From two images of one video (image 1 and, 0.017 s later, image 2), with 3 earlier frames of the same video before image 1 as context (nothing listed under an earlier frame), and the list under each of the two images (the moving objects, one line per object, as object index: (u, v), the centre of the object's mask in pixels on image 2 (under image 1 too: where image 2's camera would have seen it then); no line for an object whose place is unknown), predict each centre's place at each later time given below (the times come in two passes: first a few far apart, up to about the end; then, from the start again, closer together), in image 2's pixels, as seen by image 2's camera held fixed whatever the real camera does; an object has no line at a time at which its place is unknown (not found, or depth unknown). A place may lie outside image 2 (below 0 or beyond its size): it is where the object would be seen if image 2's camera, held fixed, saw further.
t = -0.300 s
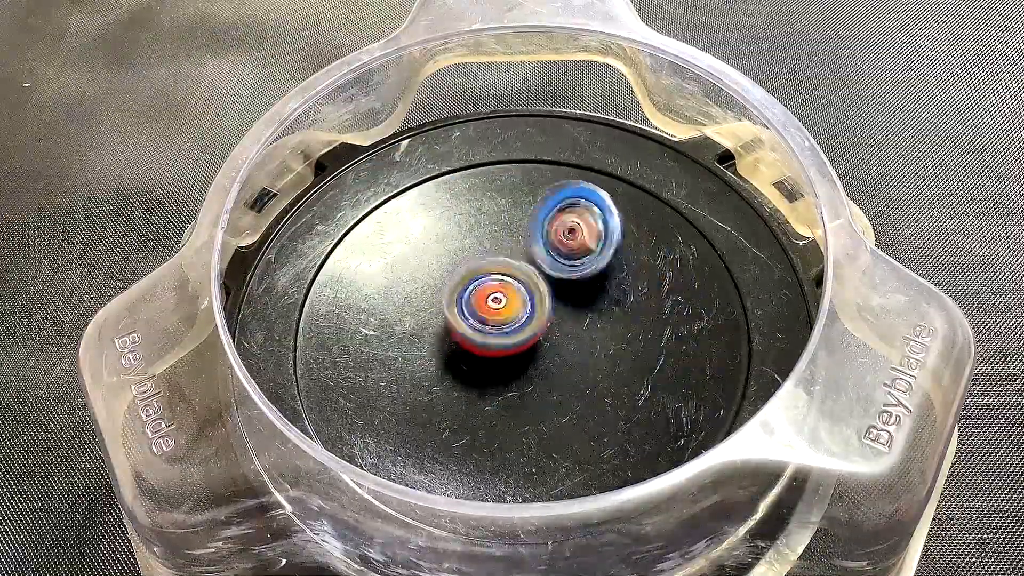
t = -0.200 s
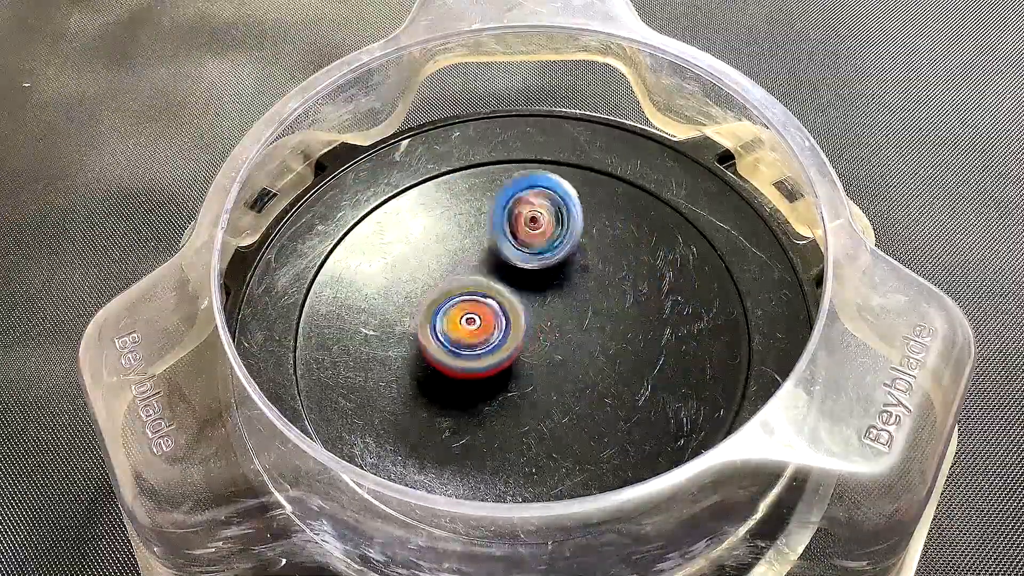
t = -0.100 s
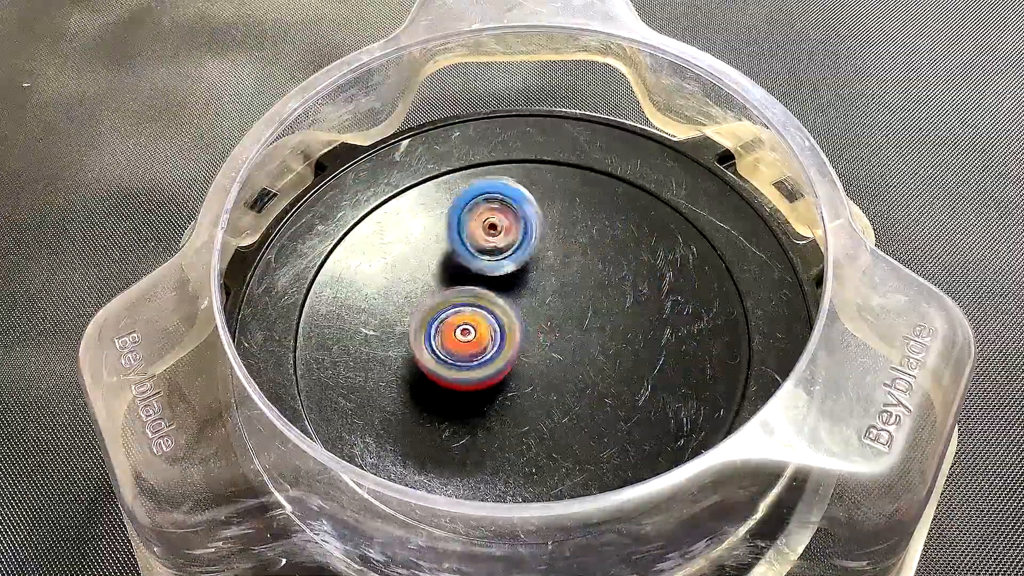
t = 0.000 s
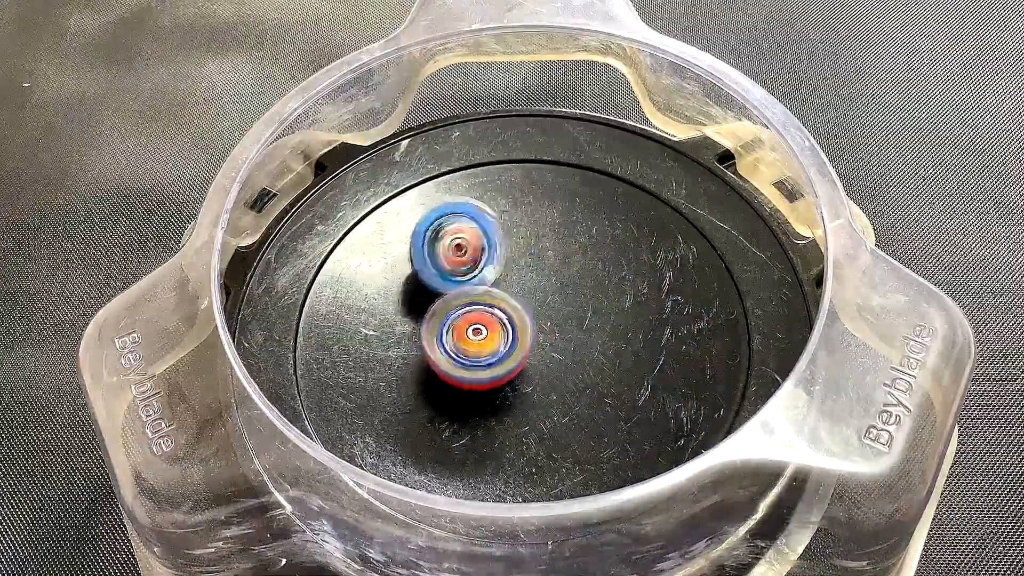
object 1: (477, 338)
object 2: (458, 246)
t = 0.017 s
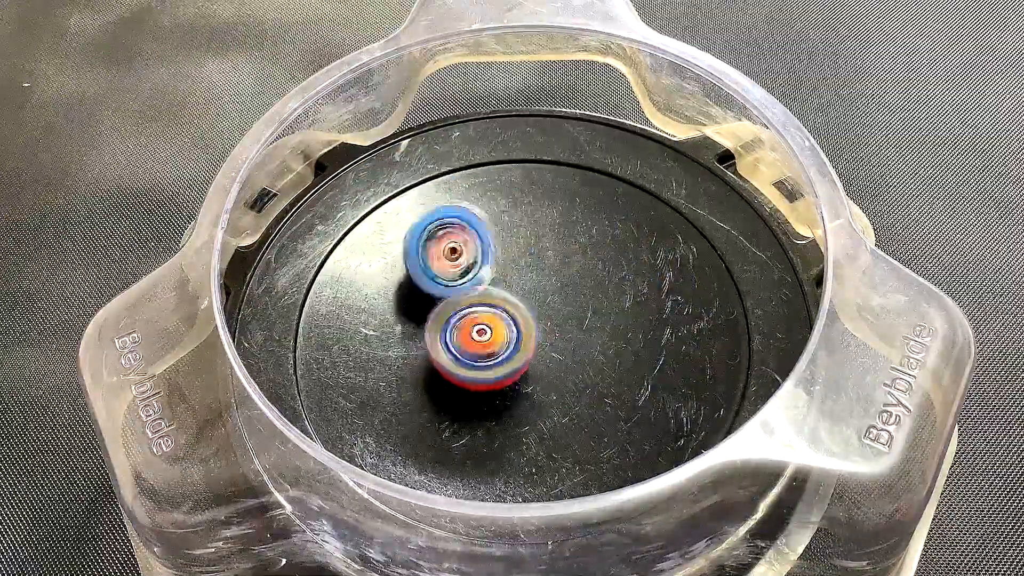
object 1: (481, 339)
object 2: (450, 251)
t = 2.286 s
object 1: (613, 349)
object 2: (456, 297)
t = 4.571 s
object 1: (608, 297)
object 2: (473, 317)
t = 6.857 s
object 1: (580, 266)
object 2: (481, 332)
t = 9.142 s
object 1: (543, 252)
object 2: (523, 355)
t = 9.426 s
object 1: (526, 266)
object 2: (518, 367)
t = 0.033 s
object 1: (486, 341)
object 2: (445, 252)
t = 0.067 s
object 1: (495, 345)
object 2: (436, 260)
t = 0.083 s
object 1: (499, 346)
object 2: (430, 265)
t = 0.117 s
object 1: (507, 348)
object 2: (423, 275)
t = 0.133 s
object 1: (511, 348)
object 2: (421, 281)
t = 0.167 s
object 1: (517, 348)
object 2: (417, 293)
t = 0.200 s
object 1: (522, 346)
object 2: (417, 305)
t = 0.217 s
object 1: (524, 346)
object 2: (418, 311)
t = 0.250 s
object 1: (528, 343)
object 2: (420, 324)
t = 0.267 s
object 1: (529, 342)
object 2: (421, 329)
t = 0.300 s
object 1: (536, 341)
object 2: (424, 341)
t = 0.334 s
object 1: (550, 336)
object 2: (425, 350)
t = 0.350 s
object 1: (556, 335)
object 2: (428, 354)
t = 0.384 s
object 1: (562, 331)
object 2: (436, 367)
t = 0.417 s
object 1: (569, 328)
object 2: (448, 377)
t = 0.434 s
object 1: (570, 326)
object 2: (454, 381)
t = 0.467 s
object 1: (572, 324)
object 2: (469, 388)
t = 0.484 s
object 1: (573, 321)
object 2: (478, 390)
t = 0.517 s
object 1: (573, 320)
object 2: (495, 393)
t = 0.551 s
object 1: (577, 314)
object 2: (507, 397)
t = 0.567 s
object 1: (590, 299)
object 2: (503, 411)
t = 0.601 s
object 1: (613, 270)
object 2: (495, 426)
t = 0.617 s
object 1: (623, 256)
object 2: (491, 434)
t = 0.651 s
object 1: (637, 233)
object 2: (489, 446)
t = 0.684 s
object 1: (646, 215)
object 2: (490, 449)
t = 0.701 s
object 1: (650, 206)
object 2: (491, 448)
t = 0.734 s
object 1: (652, 196)
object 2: (498, 445)
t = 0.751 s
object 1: (652, 191)
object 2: (501, 444)
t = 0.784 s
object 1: (649, 187)
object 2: (508, 433)
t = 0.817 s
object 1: (643, 186)
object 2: (517, 418)
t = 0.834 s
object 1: (640, 187)
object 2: (519, 412)
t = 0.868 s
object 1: (632, 191)
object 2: (527, 394)
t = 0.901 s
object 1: (622, 197)
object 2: (535, 376)
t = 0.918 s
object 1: (616, 202)
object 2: (536, 368)
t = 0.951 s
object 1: (603, 212)
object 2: (542, 350)
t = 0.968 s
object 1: (597, 218)
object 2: (545, 343)
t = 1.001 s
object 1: (583, 230)
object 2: (546, 327)
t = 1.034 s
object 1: (574, 231)
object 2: (544, 318)
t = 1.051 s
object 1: (574, 227)
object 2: (536, 322)
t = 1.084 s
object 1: (572, 221)
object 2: (520, 329)
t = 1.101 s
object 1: (572, 219)
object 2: (510, 337)
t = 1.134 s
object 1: (570, 218)
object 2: (496, 339)
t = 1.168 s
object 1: (567, 222)
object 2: (485, 345)
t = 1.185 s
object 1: (566, 223)
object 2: (479, 346)
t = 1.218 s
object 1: (564, 230)
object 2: (470, 344)
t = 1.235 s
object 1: (562, 233)
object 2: (466, 343)
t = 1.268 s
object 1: (559, 241)
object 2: (460, 340)
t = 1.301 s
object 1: (557, 251)
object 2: (454, 335)
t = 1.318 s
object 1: (556, 256)
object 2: (451, 334)
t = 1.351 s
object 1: (553, 264)
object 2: (444, 328)
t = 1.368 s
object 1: (553, 271)
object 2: (441, 326)
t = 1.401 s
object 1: (550, 280)
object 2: (437, 323)
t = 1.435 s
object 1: (548, 289)
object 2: (432, 321)
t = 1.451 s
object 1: (548, 294)
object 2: (430, 319)
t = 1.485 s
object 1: (547, 302)
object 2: (427, 317)
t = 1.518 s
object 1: (546, 309)
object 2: (426, 315)
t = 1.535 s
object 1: (545, 312)
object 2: (425, 314)
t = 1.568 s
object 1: (544, 318)
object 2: (425, 313)
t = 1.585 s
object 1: (543, 320)
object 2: (425, 313)
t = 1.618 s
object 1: (542, 324)
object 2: (426, 311)
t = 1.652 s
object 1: (541, 326)
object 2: (433, 309)
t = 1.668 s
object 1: (540, 327)
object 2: (435, 308)
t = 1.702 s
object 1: (568, 332)
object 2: (412, 301)
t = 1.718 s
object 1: (590, 336)
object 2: (396, 294)
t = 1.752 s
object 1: (630, 341)
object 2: (365, 287)
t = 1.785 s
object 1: (661, 344)
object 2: (340, 277)
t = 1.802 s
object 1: (674, 344)
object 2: (332, 270)
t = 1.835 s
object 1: (696, 345)
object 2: (321, 263)
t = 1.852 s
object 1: (703, 345)
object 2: (320, 261)
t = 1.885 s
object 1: (712, 344)
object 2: (319, 258)
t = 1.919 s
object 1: (714, 344)
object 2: (323, 259)
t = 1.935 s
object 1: (713, 344)
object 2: (328, 257)
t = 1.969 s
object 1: (708, 343)
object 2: (338, 260)
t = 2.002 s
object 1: (699, 341)
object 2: (351, 264)
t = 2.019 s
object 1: (693, 340)
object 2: (360, 269)
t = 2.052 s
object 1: (680, 339)
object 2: (377, 275)
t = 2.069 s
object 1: (670, 338)
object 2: (387, 279)
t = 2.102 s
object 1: (653, 336)
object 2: (406, 286)
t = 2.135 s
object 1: (633, 334)
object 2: (427, 293)
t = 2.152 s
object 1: (624, 333)
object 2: (438, 298)
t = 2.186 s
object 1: (603, 330)
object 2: (459, 303)
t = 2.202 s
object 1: (594, 328)
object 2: (469, 309)
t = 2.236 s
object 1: (592, 334)
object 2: (470, 307)
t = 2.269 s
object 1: (606, 345)
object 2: (459, 298)
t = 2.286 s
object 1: (613, 349)
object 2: (456, 297)
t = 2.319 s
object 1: (620, 356)
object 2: (449, 291)
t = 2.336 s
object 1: (622, 358)
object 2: (450, 289)
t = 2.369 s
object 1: (622, 360)
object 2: (448, 285)
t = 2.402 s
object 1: (621, 359)
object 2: (449, 284)
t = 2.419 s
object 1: (619, 359)
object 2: (454, 283)
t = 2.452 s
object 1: (616, 357)
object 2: (461, 284)
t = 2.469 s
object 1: (613, 355)
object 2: (465, 283)
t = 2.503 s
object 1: (609, 353)
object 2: (476, 287)
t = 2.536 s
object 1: (604, 350)
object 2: (486, 289)
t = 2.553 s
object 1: (603, 348)
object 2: (489, 288)
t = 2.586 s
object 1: (598, 346)
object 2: (501, 292)
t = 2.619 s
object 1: (616, 351)
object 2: (491, 289)
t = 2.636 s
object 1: (624, 354)
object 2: (484, 284)
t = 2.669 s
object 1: (638, 357)
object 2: (476, 280)
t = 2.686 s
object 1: (640, 358)
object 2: (471, 277)
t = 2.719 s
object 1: (643, 358)
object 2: (467, 273)
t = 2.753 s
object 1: (641, 355)
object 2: (463, 271)
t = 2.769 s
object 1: (640, 353)
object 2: (462, 268)
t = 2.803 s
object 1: (637, 350)
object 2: (462, 268)
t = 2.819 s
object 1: (634, 348)
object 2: (460, 265)
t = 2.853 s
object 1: (631, 346)
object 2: (463, 265)
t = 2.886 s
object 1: (625, 342)
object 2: (466, 268)
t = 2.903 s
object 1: (623, 341)
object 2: (466, 268)
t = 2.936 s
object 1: (617, 338)
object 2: (471, 272)
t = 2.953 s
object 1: (616, 337)
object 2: (471, 271)
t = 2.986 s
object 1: (612, 334)
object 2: (478, 278)
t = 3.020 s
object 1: (609, 332)
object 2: (483, 285)
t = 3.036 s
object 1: (607, 331)
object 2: (485, 287)
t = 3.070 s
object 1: (604, 329)
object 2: (491, 293)
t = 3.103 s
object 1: (603, 328)
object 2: (493, 298)
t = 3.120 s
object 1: (611, 330)
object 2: (486, 301)
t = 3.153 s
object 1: (636, 334)
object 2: (467, 301)
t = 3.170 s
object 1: (646, 334)
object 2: (456, 303)
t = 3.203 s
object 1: (659, 336)
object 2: (440, 302)
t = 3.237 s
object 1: (667, 337)
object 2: (428, 304)
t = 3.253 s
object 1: (668, 337)
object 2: (423, 303)
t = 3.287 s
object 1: (666, 335)
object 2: (415, 305)
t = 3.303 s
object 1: (666, 333)
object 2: (413, 306)
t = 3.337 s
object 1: (662, 332)
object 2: (411, 307)
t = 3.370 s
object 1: (654, 331)
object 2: (410, 308)
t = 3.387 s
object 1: (652, 329)
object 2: (410, 309)
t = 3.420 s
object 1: (645, 328)
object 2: (413, 310)
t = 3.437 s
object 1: (641, 327)
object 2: (414, 311)
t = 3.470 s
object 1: (632, 325)
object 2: (418, 314)
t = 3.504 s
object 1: (624, 324)
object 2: (424, 318)
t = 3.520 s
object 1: (620, 325)
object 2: (428, 319)
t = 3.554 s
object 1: (612, 323)
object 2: (438, 322)
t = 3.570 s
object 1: (609, 323)
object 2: (443, 324)
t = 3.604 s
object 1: (604, 323)
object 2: (454, 328)
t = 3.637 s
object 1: (597, 322)
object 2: (466, 328)
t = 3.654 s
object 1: (595, 322)
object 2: (473, 329)
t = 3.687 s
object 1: (594, 321)
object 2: (483, 329)
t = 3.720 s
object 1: (602, 320)
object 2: (481, 332)
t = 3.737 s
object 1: (607, 319)
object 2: (481, 333)
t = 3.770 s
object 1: (617, 318)
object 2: (470, 335)
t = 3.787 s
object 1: (620, 317)
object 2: (469, 334)
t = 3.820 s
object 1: (624, 316)
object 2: (463, 332)
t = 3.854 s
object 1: (623, 316)
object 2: (461, 331)
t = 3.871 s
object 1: (621, 316)
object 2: (461, 331)
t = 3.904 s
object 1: (617, 316)
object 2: (462, 330)
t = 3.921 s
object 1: (615, 315)
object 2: (462, 330)
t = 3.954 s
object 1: (612, 315)
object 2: (463, 329)
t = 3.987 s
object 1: (609, 314)
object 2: (466, 327)
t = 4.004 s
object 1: (606, 313)
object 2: (467, 327)
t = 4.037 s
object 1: (602, 312)
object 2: (471, 327)
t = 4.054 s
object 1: (600, 312)
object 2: (473, 326)
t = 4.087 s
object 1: (598, 311)
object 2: (479, 323)
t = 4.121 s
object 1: (596, 309)
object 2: (484, 321)
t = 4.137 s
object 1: (598, 309)
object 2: (485, 321)
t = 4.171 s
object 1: (604, 306)
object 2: (483, 320)
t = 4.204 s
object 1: (606, 306)
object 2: (481, 319)
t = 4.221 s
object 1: (605, 306)
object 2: (480, 319)
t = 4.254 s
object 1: (603, 305)
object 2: (483, 318)
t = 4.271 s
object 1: (603, 303)
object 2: (482, 317)
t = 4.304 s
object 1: (601, 302)
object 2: (484, 316)
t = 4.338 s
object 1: (600, 301)
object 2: (485, 314)
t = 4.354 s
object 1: (600, 300)
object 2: (486, 313)
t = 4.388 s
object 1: (600, 300)
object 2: (488, 312)
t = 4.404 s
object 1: (599, 299)
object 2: (490, 311)
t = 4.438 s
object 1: (599, 300)
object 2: (490, 312)
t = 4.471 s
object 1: (599, 300)
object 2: (491, 312)
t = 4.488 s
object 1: (601, 299)
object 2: (487, 315)
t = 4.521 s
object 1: (607, 297)
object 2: (480, 316)
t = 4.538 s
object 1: (608, 297)
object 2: (478, 317)
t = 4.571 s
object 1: (608, 297)
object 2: (473, 317)
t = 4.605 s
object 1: (607, 296)
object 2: (471, 317)
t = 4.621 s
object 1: (607, 296)
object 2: (470, 318)
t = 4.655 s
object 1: (606, 296)
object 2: (468, 317)
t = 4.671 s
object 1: (606, 297)
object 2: (467, 318)
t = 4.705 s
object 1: (605, 296)
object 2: (466, 318)
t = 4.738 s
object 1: (604, 297)
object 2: (467, 318)
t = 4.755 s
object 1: (603, 297)
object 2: (467, 318)
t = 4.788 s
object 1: (601, 298)
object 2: (468, 319)
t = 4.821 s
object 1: (599, 299)
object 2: (468, 319)
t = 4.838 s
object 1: (598, 299)
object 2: (469, 320)
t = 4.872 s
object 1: (596, 300)
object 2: (473, 319)
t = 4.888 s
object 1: (594, 299)
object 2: (474, 320)
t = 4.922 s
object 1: (591, 300)
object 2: (479, 319)
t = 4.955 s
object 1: (590, 300)
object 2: (484, 318)
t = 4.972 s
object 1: (589, 300)
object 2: (484, 318)
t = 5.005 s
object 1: (593, 299)
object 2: (484, 320)
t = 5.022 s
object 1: (595, 299)
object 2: (485, 321)
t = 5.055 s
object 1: (594, 300)
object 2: (487, 320)
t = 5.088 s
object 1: (593, 300)
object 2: (487, 321)
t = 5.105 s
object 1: (593, 299)
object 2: (487, 322)
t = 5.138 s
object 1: (593, 300)
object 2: (486, 321)
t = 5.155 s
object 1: (593, 299)
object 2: (485, 322)
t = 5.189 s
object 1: (593, 299)
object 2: (483, 323)
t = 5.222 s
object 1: (591, 298)
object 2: (482, 323)
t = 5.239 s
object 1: (591, 298)
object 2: (482, 323)
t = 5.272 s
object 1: (589, 298)
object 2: (481, 324)
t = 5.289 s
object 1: (589, 297)
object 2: (481, 323)
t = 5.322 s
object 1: (588, 296)
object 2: (482, 324)
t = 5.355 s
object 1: (587, 296)
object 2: (483, 323)
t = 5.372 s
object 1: (586, 295)
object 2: (483, 323)
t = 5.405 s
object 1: (587, 295)
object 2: (484, 323)
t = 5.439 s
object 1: (586, 295)
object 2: (485, 324)
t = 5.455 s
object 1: (587, 295)
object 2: (483, 324)
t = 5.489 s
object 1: (600, 290)
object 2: (472, 331)
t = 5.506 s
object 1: (604, 289)
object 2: (464, 333)
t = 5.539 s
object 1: (609, 287)
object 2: (453, 335)
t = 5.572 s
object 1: (610, 287)
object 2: (446, 337)
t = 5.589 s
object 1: (609, 286)
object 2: (443, 338)
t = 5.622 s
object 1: (608, 285)
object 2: (442, 339)
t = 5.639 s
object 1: (607, 284)
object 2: (442, 338)
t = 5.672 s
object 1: (605, 284)
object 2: (441, 338)
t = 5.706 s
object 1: (602, 284)
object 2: (441, 339)
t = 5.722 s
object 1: (601, 285)
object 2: (443, 339)
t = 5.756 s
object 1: (599, 285)
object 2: (445, 339)
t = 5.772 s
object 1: (598, 285)
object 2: (447, 339)
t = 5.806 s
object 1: (596, 285)
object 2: (452, 340)
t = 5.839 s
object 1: (595, 286)
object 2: (458, 341)
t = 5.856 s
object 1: (595, 286)
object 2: (461, 339)
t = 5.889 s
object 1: (594, 287)
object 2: (469, 338)
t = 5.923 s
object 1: (592, 287)
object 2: (478, 335)
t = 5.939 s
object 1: (589, 288)
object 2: (483, 333)
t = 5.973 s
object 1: (587, 288)
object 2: (492, 329)
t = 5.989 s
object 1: (587, 288)
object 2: (495, 328)
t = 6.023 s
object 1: (596, 282)
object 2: (494, 333)
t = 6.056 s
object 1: (603, 276)
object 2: (487, 337)
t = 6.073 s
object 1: (606, 276)
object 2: (487, 338)
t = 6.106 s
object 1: (608, 274)
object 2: (485, 338)
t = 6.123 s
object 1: (606, 274)
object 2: (486, 338)
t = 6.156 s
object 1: (603, 273)
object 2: (485, 336)
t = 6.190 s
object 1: (602, 274)
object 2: (485, 336)
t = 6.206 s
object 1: (600, 273)
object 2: (485, 334)
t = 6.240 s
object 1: (600, 273)
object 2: (487, 334)
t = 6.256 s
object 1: (599, 273)
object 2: (488, 333)
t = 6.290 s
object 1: (596, 272)
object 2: (490, 331)
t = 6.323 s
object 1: (593, 272)
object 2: (492, 328)
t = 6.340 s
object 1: (592, 272)
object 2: (494, 327)
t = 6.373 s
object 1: (592, 272)
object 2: (496, 326)
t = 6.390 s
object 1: (591, 272)
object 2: (498, 325)
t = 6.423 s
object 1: (590, 271)
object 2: (500, 323)
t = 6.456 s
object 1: (591, 269)
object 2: (500, 324)
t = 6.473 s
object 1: (591, 268)
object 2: (500, 323)
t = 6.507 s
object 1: (589, 268)
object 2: (500, 323)
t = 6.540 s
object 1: (589, 268)
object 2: (500, 320)
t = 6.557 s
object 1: (588, 268)
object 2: (498, 321)
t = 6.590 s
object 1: (586, 267)
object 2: (499, 319)
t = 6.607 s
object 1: (586, 267)
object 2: (498, 321)
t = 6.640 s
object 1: (585, 267)
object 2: (501, 319)
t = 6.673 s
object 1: (587, 267)
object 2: (496, 325)
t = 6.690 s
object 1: (588, 266)
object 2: (496, 324)
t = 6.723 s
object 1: (587, 265)
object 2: (487, 325)
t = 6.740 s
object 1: (586, 265)
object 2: (486, 327)
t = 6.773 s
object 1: (585, 265)
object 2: (482, 330)
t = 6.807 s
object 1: (584, 265)
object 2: (482, 332)
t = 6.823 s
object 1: (584, 264)
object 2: (482, 332)
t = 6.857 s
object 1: (580, 266)
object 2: (481, 332)
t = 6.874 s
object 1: (579, 266)
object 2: (481, 332)
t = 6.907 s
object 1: (579, 267)
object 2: (480, 332)
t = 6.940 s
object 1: (576, 267)
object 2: (482, 335)
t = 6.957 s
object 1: (575, 267)
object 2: (483, 334)
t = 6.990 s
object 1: (573, 267)
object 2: (486, 335)
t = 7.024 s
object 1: (572, 268)
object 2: (490, 335)
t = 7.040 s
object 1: (570, 268)
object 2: (490, 335)
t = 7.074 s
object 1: (568, 268)
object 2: (496, 333)
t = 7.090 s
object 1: (568, 268)
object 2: (497, 332)
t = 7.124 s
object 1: (570, 266)
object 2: (499, 337)
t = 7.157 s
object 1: (571, 263)
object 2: (499, 340)
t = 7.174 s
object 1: (572, 262)
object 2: (498, 340)
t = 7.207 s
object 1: (572, 264)
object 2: (500, 343)
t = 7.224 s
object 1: (571, 264)
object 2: (501, 344)
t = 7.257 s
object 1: (568, 266)
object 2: (505, 344)
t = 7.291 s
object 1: (566, 266)
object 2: (505, 342)
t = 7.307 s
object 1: (566, 266)
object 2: (506, 342)
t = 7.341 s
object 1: (563, 265)
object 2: (508, 343)
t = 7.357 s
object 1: (565, 265)
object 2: (509, 344)
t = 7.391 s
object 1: (565, 265)
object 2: (510, 346)
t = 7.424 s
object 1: (563, 265)
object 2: (510, 347)
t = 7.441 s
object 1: (561, 265)
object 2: (510, 346)
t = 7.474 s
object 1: (561, 265)
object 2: (511, 346)
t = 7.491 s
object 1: (560, 264)
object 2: (511, 345)
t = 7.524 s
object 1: (558, 264)
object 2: (512, 345)
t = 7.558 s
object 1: (558, 264)
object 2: (514, 344)
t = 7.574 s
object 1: (558, 263)
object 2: (514, 342)
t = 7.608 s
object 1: (558, 262)
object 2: (513, 345)
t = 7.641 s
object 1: (563, 252)
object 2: (512, 353)
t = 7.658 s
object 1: (564, 248)
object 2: (510, 357)
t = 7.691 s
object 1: (568, 246)
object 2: (509, 362)
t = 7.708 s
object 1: (567, 246)
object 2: (507, 364)
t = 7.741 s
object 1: (565, 248)
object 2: (507, 366)
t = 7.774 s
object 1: (564, 249)
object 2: (508, 365)
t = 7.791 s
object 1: (562, 250)
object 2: (507, 365)
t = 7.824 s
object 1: (561, 252)
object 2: (506, 366)
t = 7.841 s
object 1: (559, 252)
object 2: (506, 365)
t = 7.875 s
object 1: (556, 254)
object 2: (507, 364)
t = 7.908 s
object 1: (555, 255)
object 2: (509, 363)
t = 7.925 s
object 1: (554, 256)
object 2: (509, 363)
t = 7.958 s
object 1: (552, 257)
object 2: (513, 357)
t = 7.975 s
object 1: (552, 258)
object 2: (513, 355)
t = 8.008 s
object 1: (548, 259)
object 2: (514, 351)
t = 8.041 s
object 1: (548, 260)
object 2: (515, 345)
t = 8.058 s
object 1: (546, 259)
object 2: (515, 343)
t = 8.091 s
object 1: (546, 260)
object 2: (515, 339)
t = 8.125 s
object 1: (546, 257)
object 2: (517, 339)
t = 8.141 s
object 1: (547, 257)
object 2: (516, 339)
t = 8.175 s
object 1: (549, 258)
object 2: (516, 337)
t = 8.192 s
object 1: (549, 259)
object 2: (515, 335)
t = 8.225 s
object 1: (552, 259)
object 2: (511, 334)
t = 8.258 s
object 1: (551, 261)
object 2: (508, 334)
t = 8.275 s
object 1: (554, 261)
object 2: (507, 334)
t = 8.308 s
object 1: (555, 262)
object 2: (506, 334)
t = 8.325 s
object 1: (558, 264)
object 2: (505, 335)
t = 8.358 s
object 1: (563, 261)
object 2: (498, 343)
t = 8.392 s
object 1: (567, 259)
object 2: (495, 347)
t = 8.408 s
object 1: (567, 258)
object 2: (494, 349)
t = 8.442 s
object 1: (568, 259)
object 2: (492, 351)
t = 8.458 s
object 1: (567, 258)
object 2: (493, 351)
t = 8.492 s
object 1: (567, 262)
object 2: (493, 351)
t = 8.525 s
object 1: (565, 267)
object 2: (494, 350)
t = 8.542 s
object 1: (565, 268)
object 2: (494, 351)
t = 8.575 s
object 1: (559, 272)
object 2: (493, 350)
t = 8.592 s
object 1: (556, 274)
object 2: (493, 350)
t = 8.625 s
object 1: (552, 273)
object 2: (494, 348)
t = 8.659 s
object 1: (549, 272)
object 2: (497, 351)
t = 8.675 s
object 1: (545, 271)
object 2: (498, 350)
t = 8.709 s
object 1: (545, 269)
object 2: (504, 350)
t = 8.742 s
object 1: (541, 267)
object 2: (508, 348)
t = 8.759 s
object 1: (541, 266)
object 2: (510, 347)
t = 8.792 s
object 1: (542, 262)
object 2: (514, 349)
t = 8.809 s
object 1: (544, 261)
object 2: (516, 350)
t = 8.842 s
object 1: (544, 259)
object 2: (522, 350)
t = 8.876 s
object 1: (545, 259)
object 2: (524, 348)
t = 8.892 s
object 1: (546, 258)
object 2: (524, 347)
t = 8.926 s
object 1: (546, 259)
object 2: (525, 345)
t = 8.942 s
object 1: (547, 258)
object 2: (524, 344)
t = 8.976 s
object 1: (545, 259)
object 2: (524, 342)
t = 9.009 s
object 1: (545, 260)
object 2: (525, 342)
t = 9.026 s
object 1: (544, 259)
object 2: (524, 341)
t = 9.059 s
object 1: (545, 258)
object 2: (528, 351)
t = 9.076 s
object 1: (545, 255)
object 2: (529, 352)
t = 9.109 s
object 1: (543, 253)
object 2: (526, 352)
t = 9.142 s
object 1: (543, 252)
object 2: (523, 355)
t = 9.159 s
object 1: (542, 251)
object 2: (523, 357)
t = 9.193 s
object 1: (543, 253)
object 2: (522, 358)
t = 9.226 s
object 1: (544, 256)
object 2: (522, 359)
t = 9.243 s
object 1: (543, 257)
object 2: (522, 359)
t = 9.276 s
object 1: (543, 263)
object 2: (522, 358)
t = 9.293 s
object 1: (540, 265)
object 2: (522, 357)
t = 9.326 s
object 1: (535, 270)
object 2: (520, 356)
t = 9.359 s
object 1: (530, 268)
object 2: (519, 354)
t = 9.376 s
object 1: (528, 270)
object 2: (517, 359)
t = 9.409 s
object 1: (525, 267)
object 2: (518, 366)
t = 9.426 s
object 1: (526, 266)
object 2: (518, 367)
